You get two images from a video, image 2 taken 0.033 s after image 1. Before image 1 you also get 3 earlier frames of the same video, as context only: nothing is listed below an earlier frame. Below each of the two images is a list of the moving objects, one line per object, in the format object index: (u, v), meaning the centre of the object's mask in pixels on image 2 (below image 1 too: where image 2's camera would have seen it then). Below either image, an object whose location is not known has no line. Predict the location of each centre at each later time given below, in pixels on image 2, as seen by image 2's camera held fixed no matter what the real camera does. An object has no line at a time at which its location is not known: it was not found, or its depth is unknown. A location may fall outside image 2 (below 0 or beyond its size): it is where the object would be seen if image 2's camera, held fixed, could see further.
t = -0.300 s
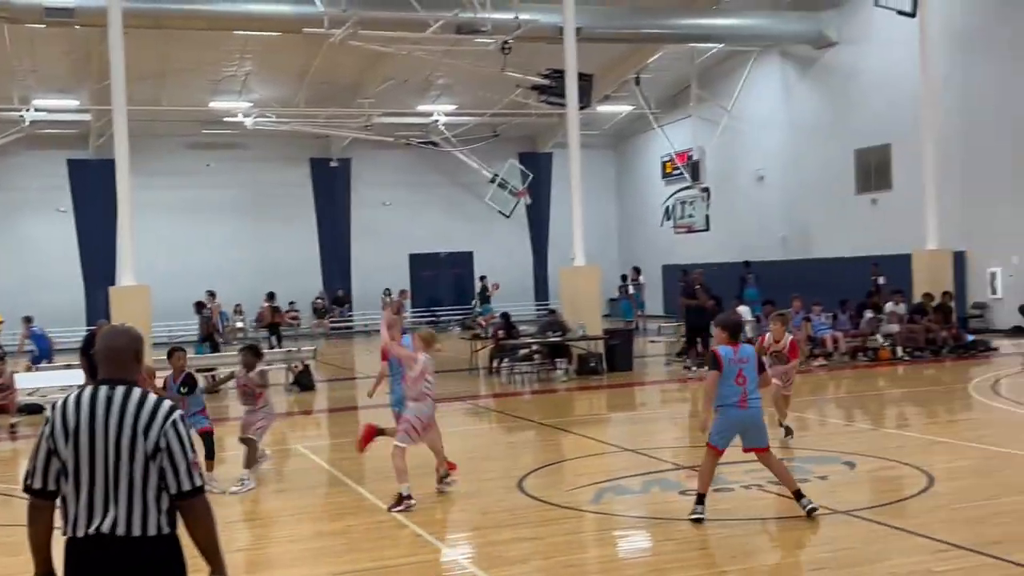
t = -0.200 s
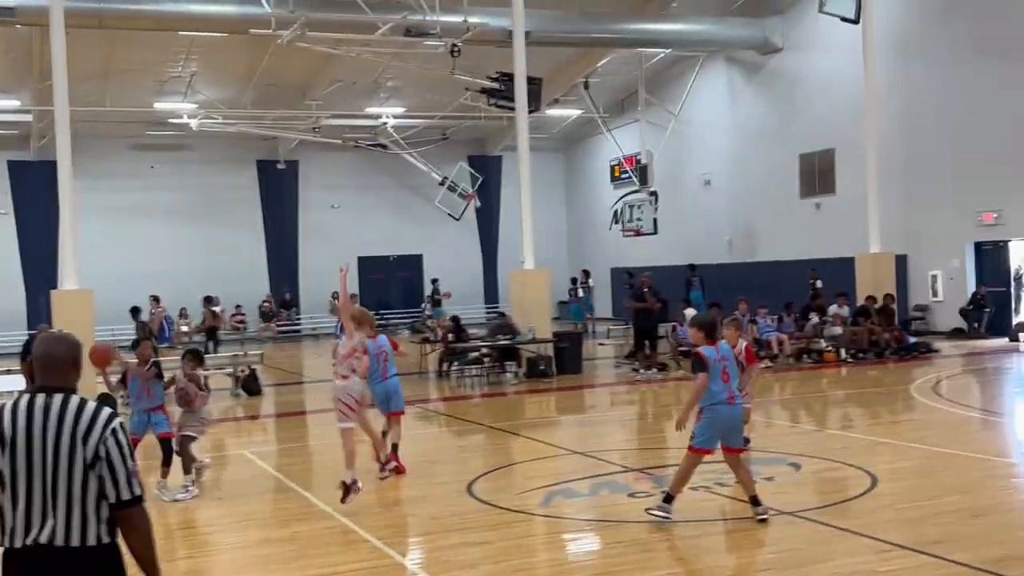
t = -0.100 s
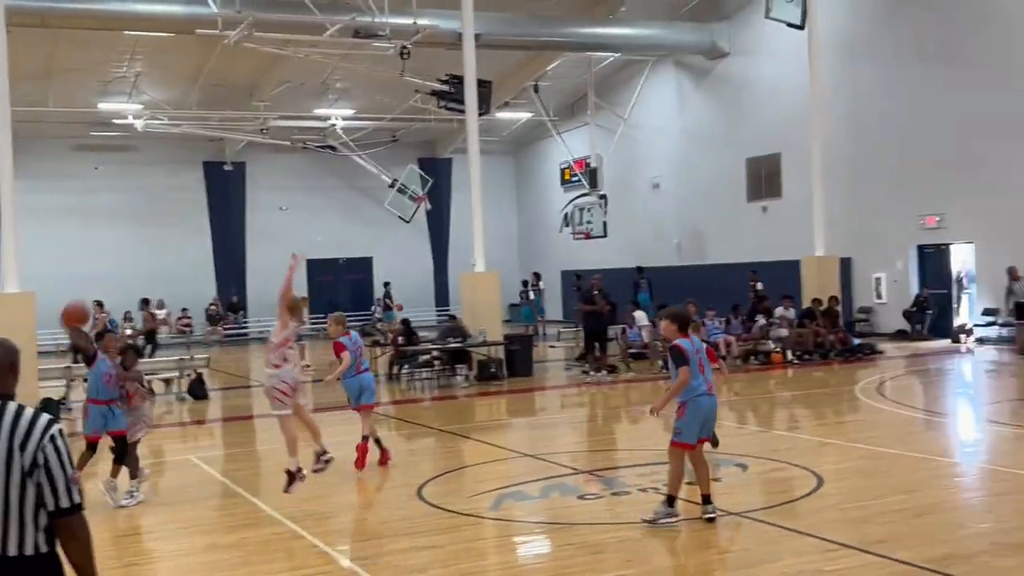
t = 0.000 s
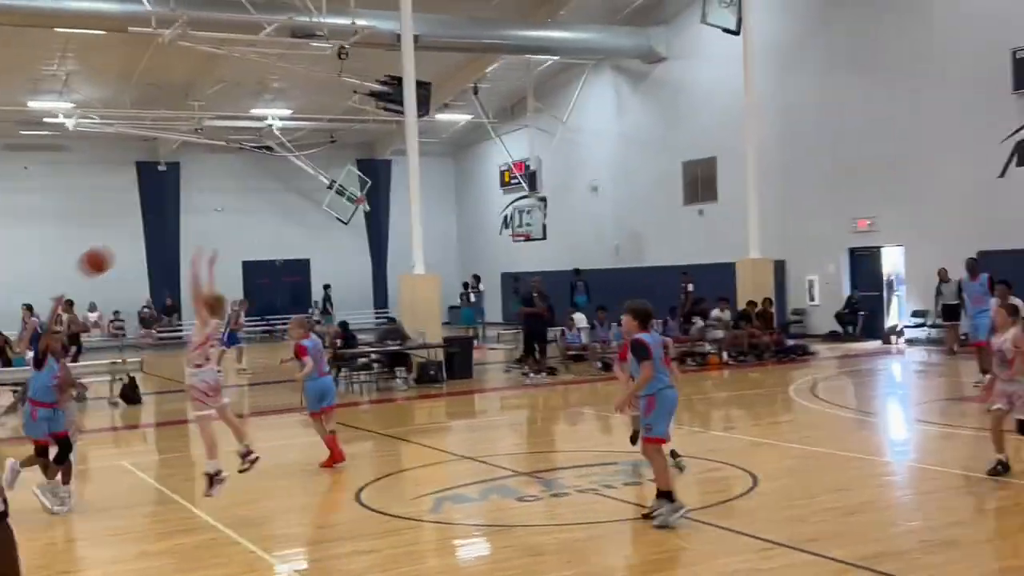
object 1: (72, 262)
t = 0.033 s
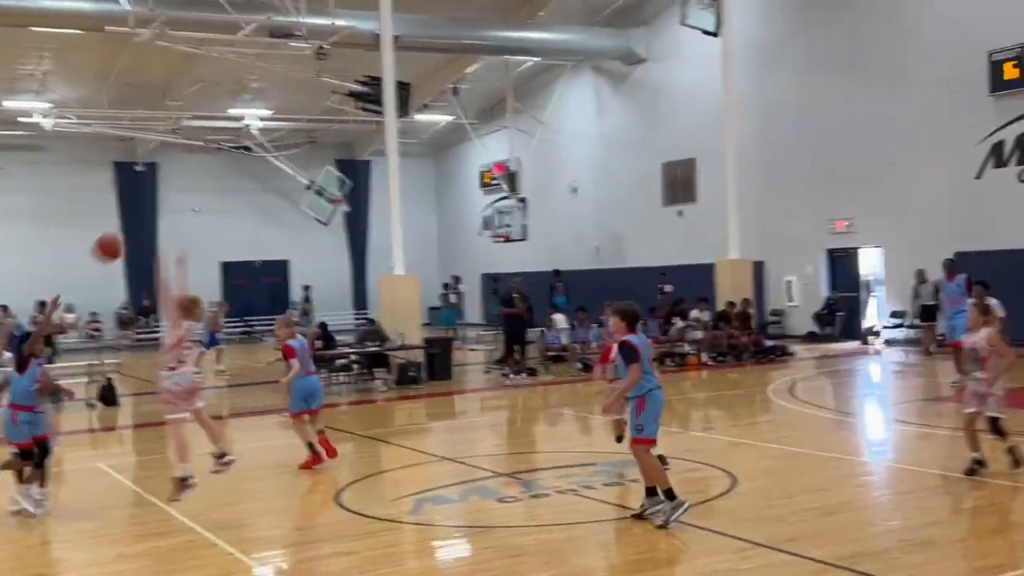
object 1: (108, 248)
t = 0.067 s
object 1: (145, 234)
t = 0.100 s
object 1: (187, 220)
